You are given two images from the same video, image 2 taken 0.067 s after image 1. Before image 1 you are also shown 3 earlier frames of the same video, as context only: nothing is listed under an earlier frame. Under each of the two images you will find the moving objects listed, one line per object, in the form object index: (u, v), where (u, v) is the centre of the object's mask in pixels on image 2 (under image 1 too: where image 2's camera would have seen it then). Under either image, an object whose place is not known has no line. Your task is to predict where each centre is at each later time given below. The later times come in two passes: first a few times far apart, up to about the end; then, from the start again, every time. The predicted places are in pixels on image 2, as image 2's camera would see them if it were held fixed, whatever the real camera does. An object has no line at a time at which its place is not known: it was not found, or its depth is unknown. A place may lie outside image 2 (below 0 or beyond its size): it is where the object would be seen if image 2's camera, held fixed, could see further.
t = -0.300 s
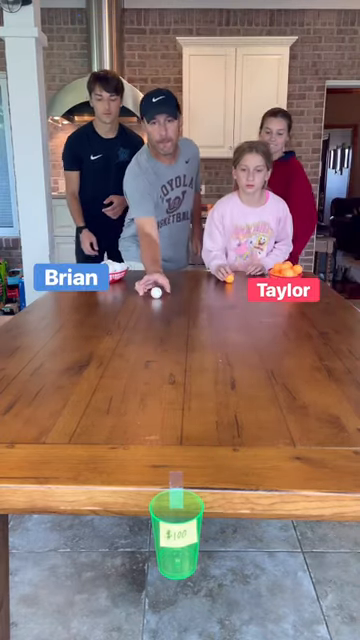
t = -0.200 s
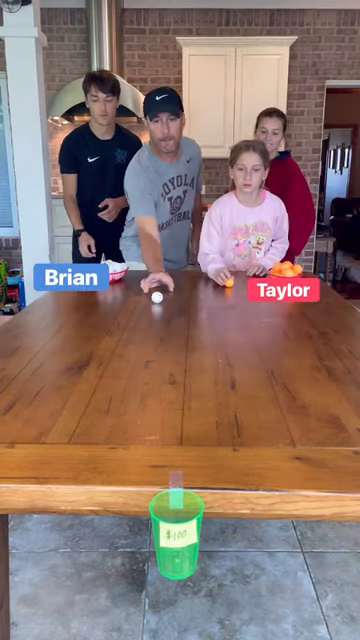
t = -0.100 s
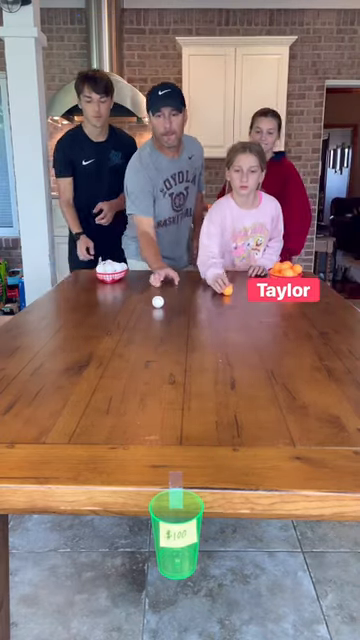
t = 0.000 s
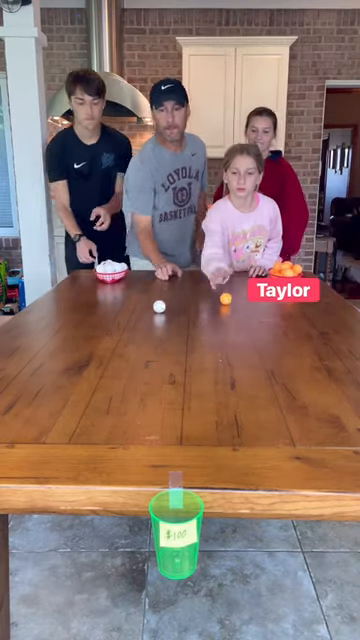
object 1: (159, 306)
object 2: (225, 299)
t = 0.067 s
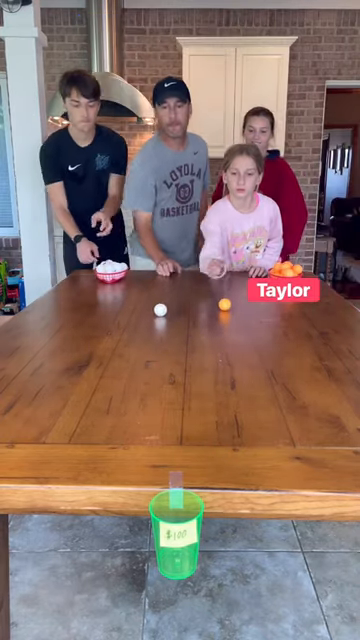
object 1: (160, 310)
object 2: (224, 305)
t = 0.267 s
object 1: (163, 321)
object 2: (221, 321)
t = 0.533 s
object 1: (170, 338)
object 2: (216, 344)
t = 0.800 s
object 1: (178, 358)
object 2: (211, 373)
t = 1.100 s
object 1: (191, 388)
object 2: (206, 421)
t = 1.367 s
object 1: (206, 423)
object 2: (203, 485)
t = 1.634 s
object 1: (226, 472)
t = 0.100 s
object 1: (160, 312)
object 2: (224, 308)
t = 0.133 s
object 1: (161, 313)
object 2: (223, 311)
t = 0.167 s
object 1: (162, 315)
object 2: (222, 313)
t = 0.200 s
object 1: (162, 317)
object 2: (222, 316)
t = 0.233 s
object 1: (163, 319)
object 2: (221, 319)
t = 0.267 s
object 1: (163, 321)
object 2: (221, 321)
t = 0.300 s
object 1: (164, 323)
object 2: (220, 324)
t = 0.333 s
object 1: (165, 325)
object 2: (219, 327)
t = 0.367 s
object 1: (165, 327)
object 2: (219, 329)
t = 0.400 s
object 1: (166, 329)
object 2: (218, 332)
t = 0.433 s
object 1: (167, 331)
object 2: (218, 334)
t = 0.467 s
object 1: (168, 333)
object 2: (217, 337)
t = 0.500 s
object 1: (169, 335)
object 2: (216, 340)
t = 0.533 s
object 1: (170, 338)
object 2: (216, 344)
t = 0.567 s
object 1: (171, 340)
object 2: (215, 347)
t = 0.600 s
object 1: (172, 342)
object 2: (214, 351)
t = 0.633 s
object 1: (172, 345)
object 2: (214, 354)
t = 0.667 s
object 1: (173, 347)
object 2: (213, 357)
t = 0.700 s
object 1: (175, 350)
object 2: (212, 361)
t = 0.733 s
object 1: (176, 353)
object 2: (212, 365)
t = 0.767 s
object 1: (177, 356)
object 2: (211, 370)
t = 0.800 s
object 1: (178, 358)
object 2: (211, 373)
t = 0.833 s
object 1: (179, 361)
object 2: (210, 378)
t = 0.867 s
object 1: (180, 364)
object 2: (210, 382)
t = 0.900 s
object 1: (182, 367)
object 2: (209, 387)
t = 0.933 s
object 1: (183, 371)
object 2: (209, 392)
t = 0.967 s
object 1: (185, 374)
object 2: (208, 397)
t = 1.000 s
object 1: (186, 378)
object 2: (208, 403)
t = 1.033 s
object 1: (188, 381)
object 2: (207, 409)
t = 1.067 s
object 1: (189, 385)
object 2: (206, 415)
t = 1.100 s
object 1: (191, 388)
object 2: (206, 421)
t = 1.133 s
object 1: (193, 392)
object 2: (205, 427)
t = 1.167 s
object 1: (194, 396)
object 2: (205, 434)
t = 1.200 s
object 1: (196, 400)
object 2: (204, 442)
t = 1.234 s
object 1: (198, 405)
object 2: (203, 450)
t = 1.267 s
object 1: (200, 409)
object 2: (203, 458)
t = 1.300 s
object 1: (202, 414)
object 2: (202, 467)
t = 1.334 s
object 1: (204, 418)
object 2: (202, 478)
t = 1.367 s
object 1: (206, 423)
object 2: (203, 485)
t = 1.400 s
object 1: (208, 429)
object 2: (205, 498)
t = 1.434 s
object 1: (211, 434)
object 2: (207, 517)
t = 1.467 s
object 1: (213, 440)
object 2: (211, 543)
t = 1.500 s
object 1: (215, 445)
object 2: (214, 577)
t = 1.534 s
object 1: (218, 452)
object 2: (217, 619)
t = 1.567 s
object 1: (220, 458)
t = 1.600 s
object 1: (223, 465)
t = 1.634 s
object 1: (226, 472)
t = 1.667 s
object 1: (229, 482)
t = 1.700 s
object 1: (232, 500)
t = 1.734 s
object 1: (235, 525)
